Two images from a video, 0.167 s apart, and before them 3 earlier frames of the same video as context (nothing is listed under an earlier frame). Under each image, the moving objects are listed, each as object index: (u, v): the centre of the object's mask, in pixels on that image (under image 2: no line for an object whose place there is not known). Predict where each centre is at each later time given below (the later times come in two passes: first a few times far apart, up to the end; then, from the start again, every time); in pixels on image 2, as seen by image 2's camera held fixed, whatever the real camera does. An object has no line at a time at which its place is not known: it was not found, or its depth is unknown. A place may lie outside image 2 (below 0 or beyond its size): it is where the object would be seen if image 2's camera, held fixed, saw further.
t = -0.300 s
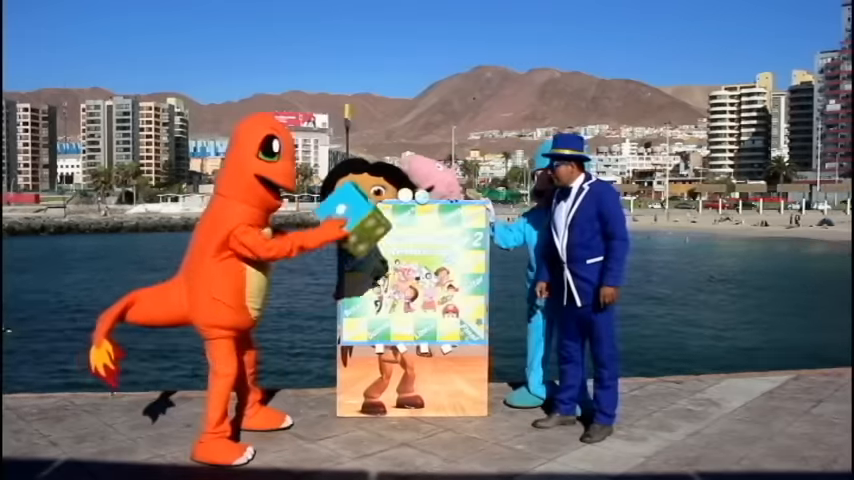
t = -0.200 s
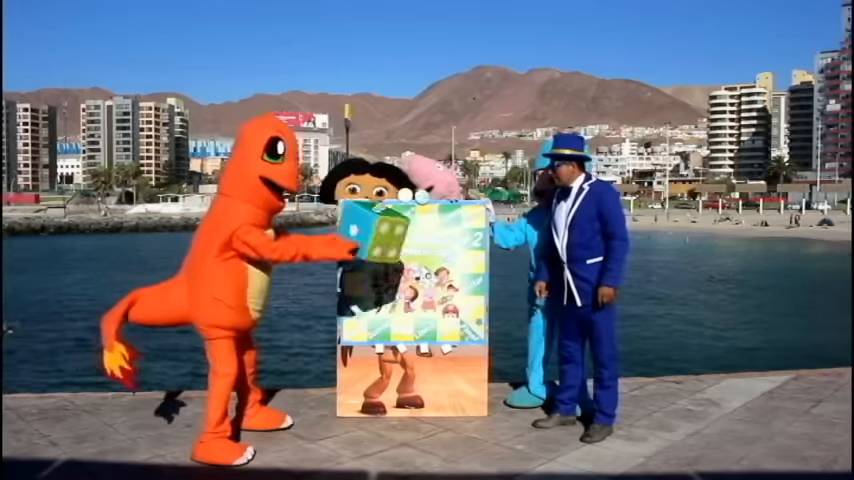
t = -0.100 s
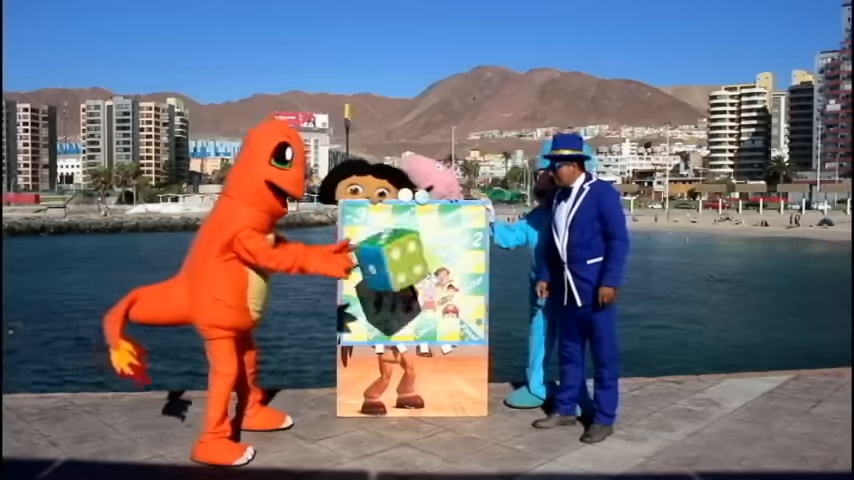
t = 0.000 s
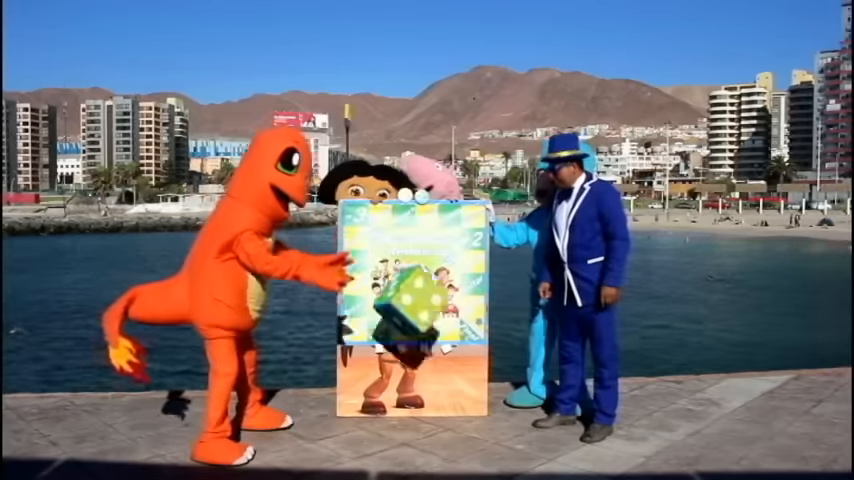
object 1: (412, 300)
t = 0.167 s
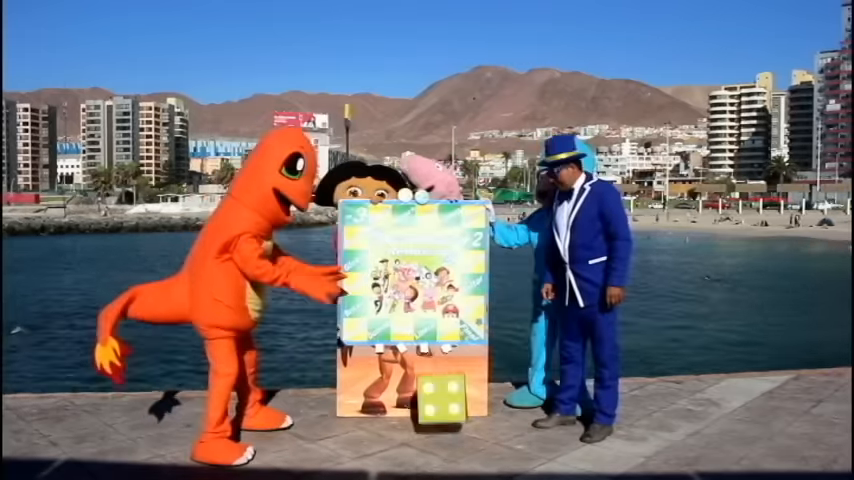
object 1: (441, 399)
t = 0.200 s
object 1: (445, 420)
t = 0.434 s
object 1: (481, 409)
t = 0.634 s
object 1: (501, 438)
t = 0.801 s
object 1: (502, 438)
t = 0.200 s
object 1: (445, 420)
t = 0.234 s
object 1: (452, 415)
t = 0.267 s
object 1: (457, 410)
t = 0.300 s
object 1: (461, 407)
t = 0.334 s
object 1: (467, 405)
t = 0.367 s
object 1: (472, 405)
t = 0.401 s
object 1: (476, 406)
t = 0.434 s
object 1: (481, 409)
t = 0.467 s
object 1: (486, 414)
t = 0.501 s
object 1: (490, 419)
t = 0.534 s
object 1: (495, 427)
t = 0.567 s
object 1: (498, 436)
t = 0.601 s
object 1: (498, 439)
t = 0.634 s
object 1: (501, 438)
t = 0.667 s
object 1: (502, 438)
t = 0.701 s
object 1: (503, 439)
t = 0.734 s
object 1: (503, 439)
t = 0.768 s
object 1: (503, 437)
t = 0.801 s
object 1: (502, 438)
